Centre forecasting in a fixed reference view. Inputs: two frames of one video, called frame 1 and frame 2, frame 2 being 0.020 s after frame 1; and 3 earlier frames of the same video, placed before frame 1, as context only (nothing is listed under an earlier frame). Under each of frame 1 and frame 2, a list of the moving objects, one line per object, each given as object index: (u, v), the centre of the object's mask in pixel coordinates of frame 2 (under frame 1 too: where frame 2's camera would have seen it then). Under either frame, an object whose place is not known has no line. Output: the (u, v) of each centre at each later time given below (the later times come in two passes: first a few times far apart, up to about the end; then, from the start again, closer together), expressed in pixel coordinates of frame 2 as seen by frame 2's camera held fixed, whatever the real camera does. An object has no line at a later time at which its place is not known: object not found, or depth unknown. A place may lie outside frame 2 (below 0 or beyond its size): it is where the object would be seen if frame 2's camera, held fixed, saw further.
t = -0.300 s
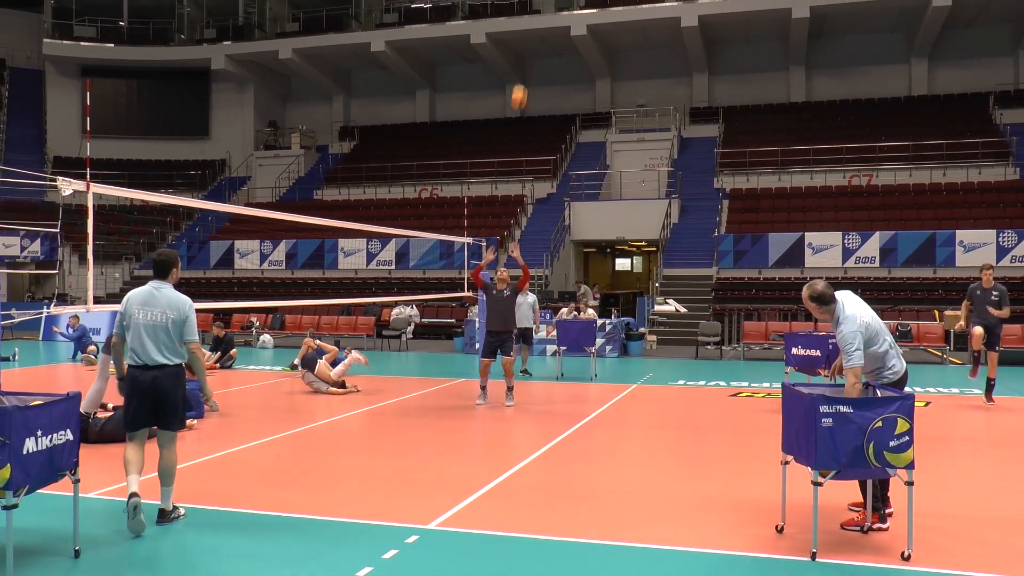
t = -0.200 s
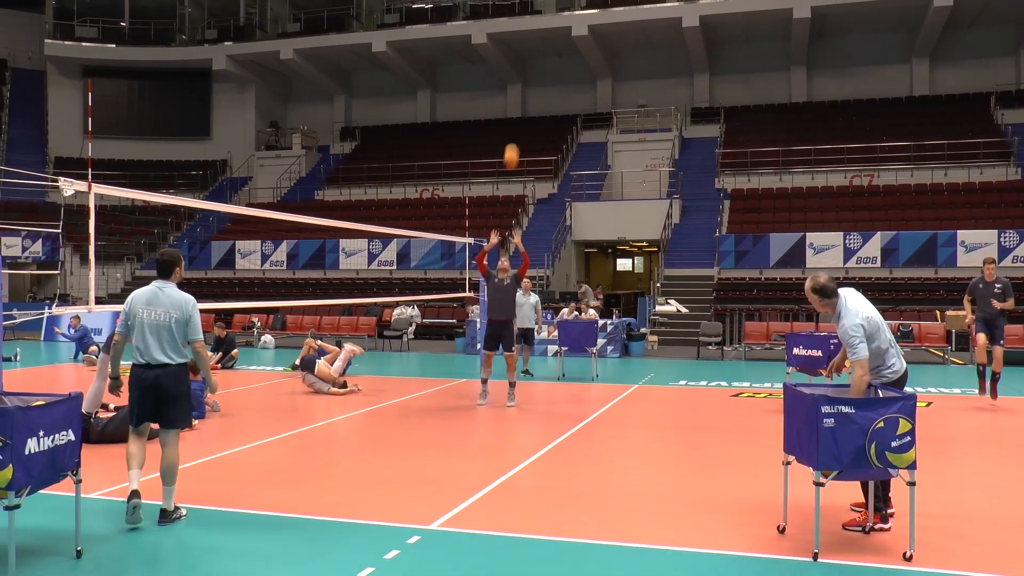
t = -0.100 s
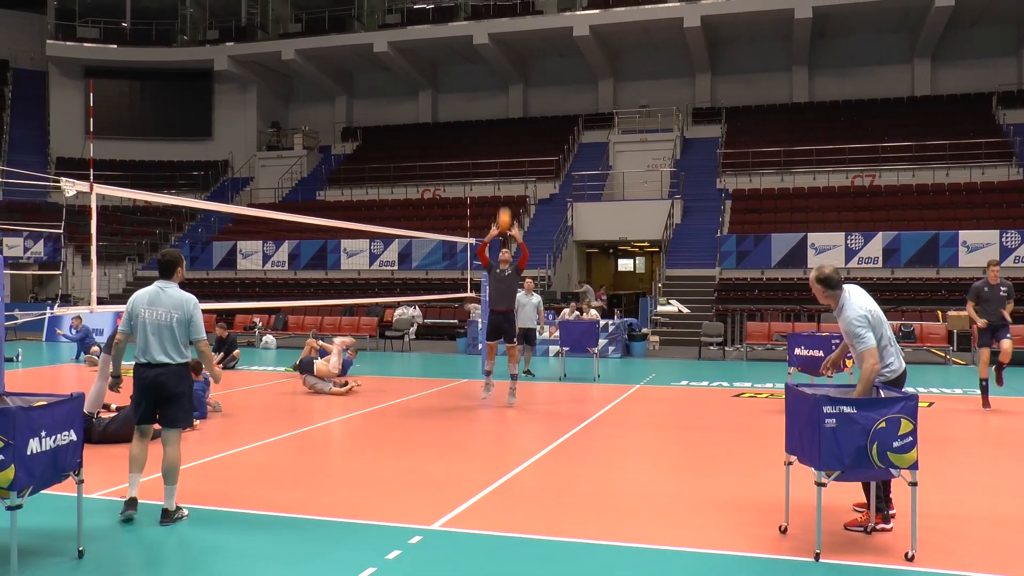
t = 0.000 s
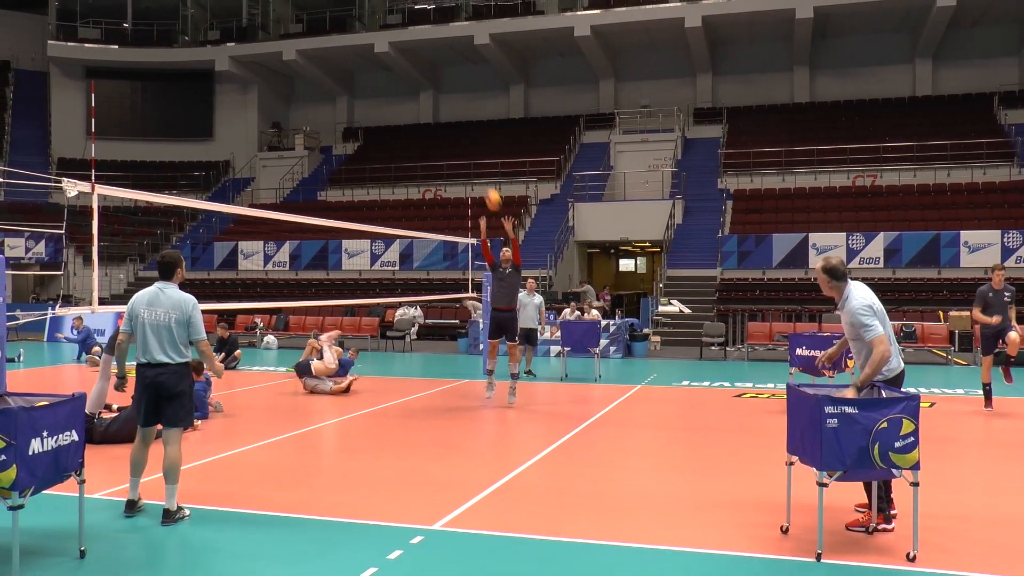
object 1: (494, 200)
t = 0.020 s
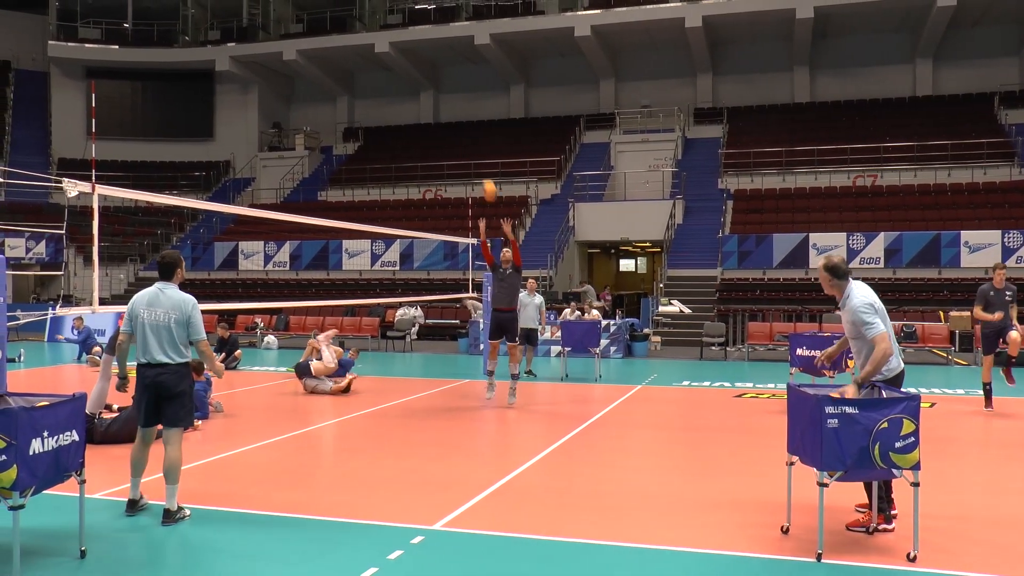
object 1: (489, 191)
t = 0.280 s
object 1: (430, 89)
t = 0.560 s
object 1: (356, 31)
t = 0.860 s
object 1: (256, 46)
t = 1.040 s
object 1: (185, 107)
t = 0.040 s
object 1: (484, 179)
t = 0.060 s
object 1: (480, 171)
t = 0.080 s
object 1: (476, 163)
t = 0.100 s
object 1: (472, 154)
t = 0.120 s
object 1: (467, 146)
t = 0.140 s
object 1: (463, 138)
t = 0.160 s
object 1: (459, 131)
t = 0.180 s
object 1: (454, 123)
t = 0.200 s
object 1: (450, 116)
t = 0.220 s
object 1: (445, 109)
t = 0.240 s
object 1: (440, 102)
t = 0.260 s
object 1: (435, 95)
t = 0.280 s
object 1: (430, 89)
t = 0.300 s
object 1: (426, 83)
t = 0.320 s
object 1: (421, 77)
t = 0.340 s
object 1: (416, 72)
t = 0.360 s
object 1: (411, 67)
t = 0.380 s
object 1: (406, 62)
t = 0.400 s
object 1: (401, 57)
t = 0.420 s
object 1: (396, 53)
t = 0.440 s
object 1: (389, 48)
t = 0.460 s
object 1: (384, 45)
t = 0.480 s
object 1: (378, 41)
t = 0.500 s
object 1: (373, 38)
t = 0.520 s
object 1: (367, 36)
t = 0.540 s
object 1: (361, 33)
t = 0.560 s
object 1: (356, 31)
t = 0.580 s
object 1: (350, 29)
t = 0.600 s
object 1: (343, 28)
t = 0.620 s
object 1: (338, 27)
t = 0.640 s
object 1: (331, 26)
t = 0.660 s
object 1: (325, 26)
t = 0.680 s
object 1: (318, 26)
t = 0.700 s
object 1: (312, 27)
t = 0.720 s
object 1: (305, 28)
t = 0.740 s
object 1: (299, 29)
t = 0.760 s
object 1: (292, 30)
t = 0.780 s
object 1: (285, 32)
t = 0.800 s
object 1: (278, 35)
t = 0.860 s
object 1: (256, 46)
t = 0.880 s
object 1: (248, 50)
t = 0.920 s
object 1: (234, 61)
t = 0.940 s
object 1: (225, 68)
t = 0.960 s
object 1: (218, 74)
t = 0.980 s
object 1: (210, 81)
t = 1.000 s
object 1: (202, 89)
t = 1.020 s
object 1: (195, 98)
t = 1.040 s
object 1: (185, 107)
